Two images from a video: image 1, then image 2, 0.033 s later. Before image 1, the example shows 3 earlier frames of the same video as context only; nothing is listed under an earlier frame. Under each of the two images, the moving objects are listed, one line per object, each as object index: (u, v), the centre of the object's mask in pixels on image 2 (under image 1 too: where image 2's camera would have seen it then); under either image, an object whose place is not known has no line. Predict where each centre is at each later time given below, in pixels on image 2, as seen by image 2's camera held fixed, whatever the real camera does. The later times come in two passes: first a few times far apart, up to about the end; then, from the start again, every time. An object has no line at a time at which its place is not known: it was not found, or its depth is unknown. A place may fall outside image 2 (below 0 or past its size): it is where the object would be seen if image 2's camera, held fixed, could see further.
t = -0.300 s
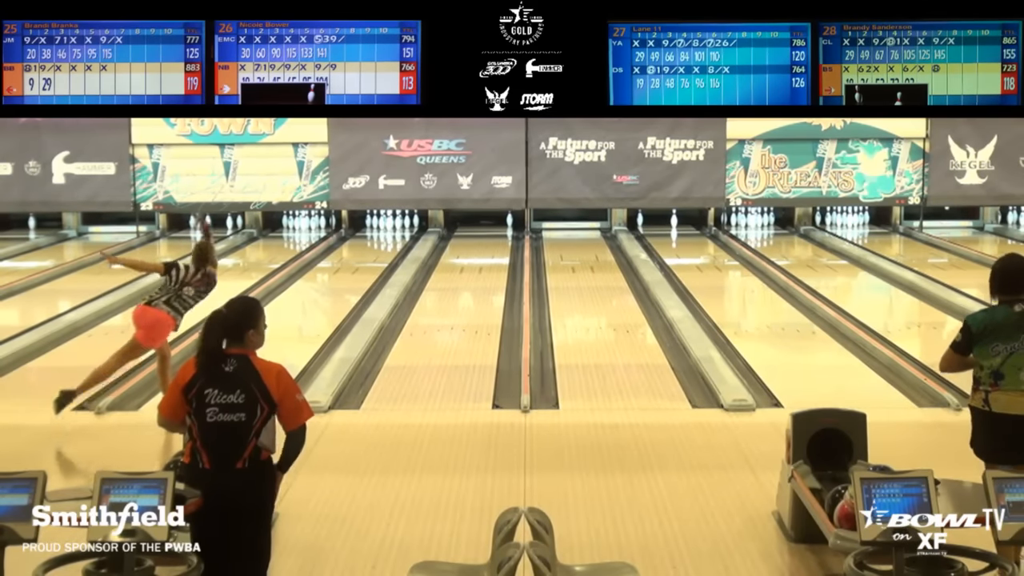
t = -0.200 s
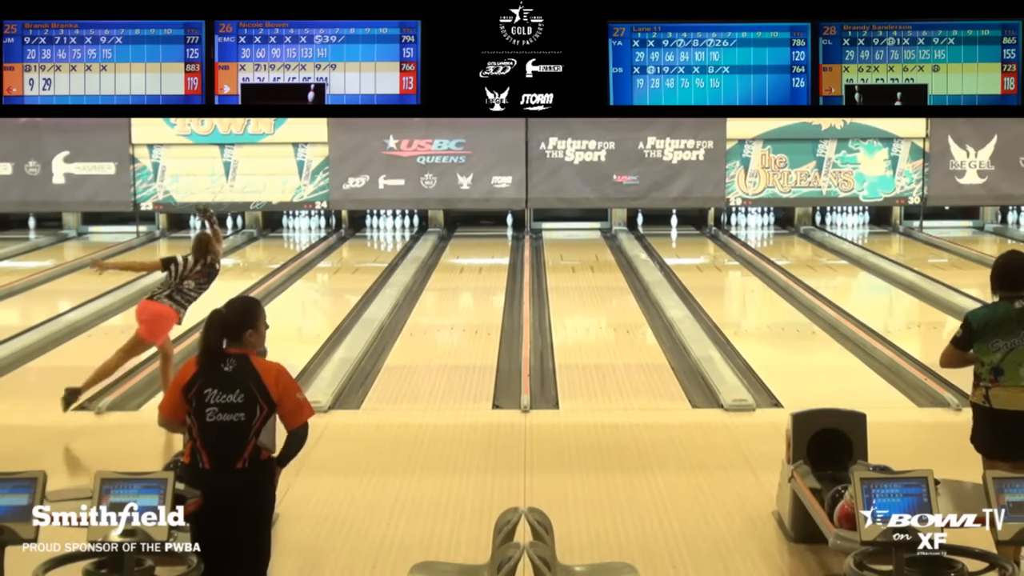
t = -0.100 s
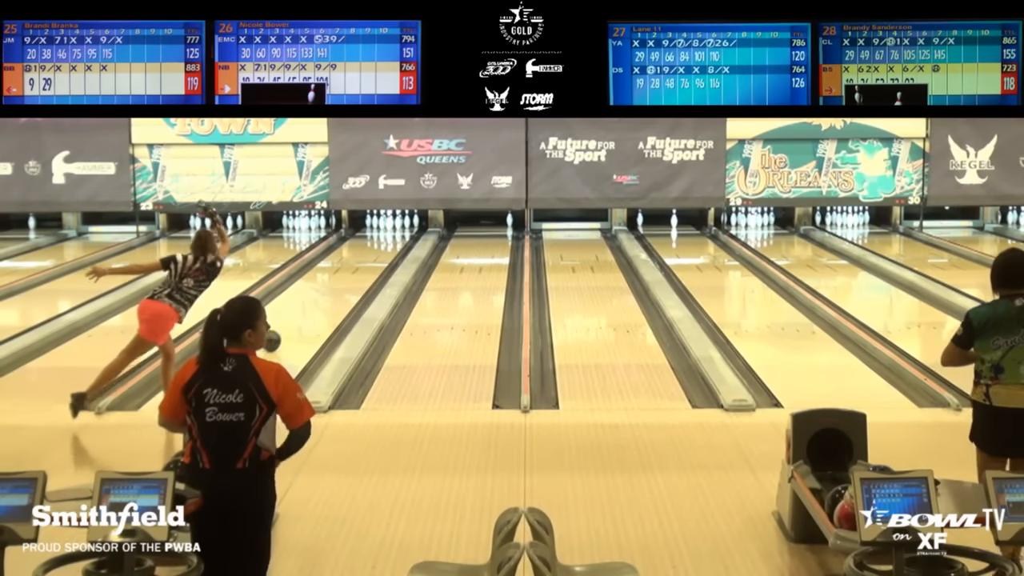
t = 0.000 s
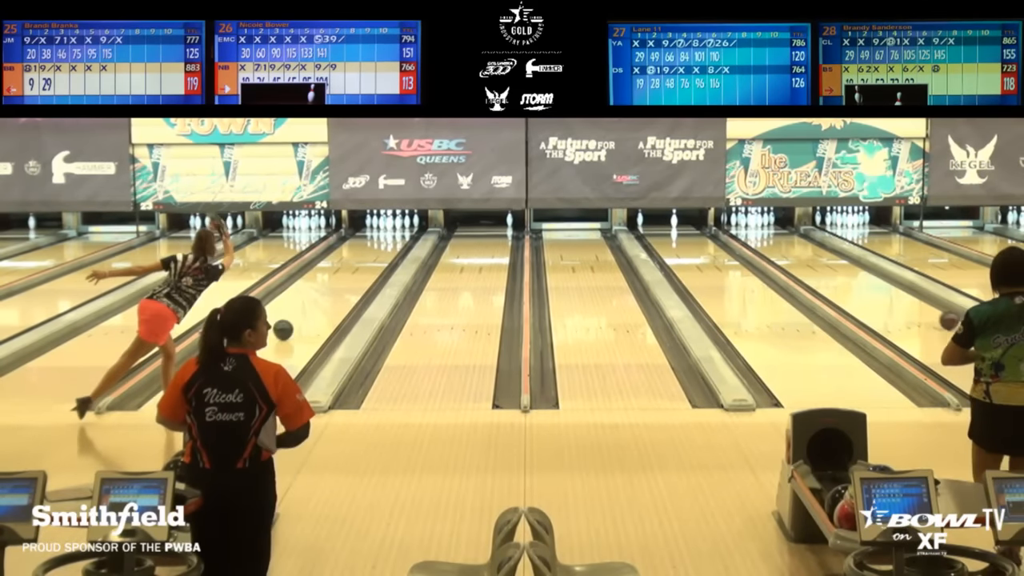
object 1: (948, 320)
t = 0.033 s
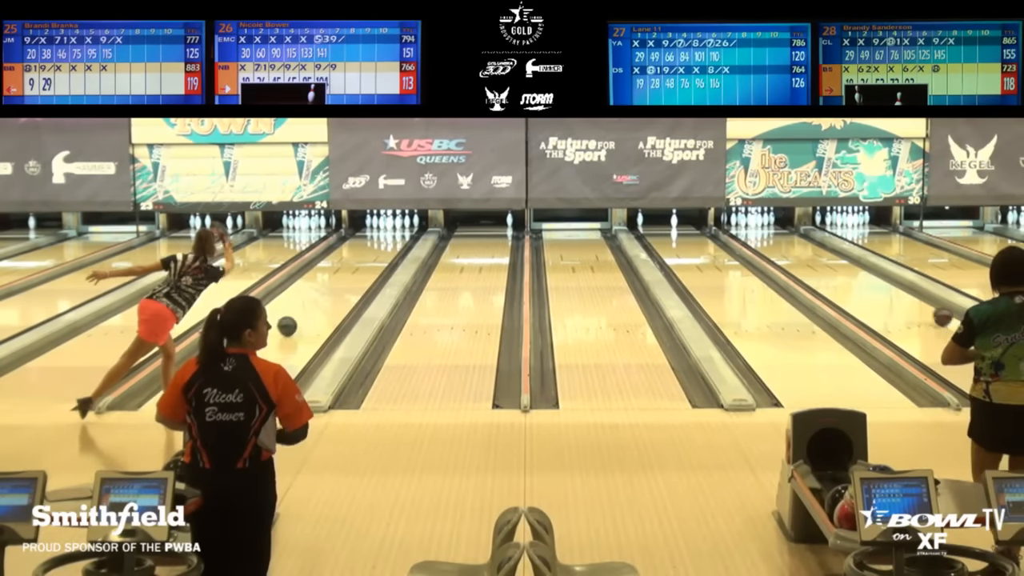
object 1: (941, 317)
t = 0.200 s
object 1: (912, 300)
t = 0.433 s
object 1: (877, 281)
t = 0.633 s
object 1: (852, 267)
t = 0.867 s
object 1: (826, 254)
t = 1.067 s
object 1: (807, 244)
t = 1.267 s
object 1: (790, 237)
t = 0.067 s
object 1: (935, 313)
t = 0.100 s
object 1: (928, 310)
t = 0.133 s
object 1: (923, 307)
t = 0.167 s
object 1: (918, 303)
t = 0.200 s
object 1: (912, 300)
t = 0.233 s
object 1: (907, 298)
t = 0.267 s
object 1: (901, 294)
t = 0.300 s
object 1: (896, 292)
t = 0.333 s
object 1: (891, 289)
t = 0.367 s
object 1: (886, 286)
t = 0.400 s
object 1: (882, 284)
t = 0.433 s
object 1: (877, 281)
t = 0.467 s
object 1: (873, 279)
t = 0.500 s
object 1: (869, 277)
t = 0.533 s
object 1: (864, 274)
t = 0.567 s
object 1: (860, 272)
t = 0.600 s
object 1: (856, 269)
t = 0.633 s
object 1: (852, 267)
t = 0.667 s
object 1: (848, 266)
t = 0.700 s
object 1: (844, 263)
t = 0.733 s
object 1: (840, 262)
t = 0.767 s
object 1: (837, 260)
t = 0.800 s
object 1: (833, 258)
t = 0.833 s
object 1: (830, 256)
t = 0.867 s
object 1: (826, 254)
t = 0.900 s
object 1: (823, 253)
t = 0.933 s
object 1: (820, 250)
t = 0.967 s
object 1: (817, 249)
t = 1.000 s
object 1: (813, 248)
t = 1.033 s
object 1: (810, 246)
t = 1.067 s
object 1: (807, 244)
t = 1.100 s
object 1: (804, 243)
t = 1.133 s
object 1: (801, 242)
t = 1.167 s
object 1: (798, 240)
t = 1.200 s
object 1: (795, 239)
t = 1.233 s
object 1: (793, 238)
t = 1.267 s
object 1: (790, 237)
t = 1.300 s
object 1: (787, 235)
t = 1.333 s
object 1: (785, 234)
